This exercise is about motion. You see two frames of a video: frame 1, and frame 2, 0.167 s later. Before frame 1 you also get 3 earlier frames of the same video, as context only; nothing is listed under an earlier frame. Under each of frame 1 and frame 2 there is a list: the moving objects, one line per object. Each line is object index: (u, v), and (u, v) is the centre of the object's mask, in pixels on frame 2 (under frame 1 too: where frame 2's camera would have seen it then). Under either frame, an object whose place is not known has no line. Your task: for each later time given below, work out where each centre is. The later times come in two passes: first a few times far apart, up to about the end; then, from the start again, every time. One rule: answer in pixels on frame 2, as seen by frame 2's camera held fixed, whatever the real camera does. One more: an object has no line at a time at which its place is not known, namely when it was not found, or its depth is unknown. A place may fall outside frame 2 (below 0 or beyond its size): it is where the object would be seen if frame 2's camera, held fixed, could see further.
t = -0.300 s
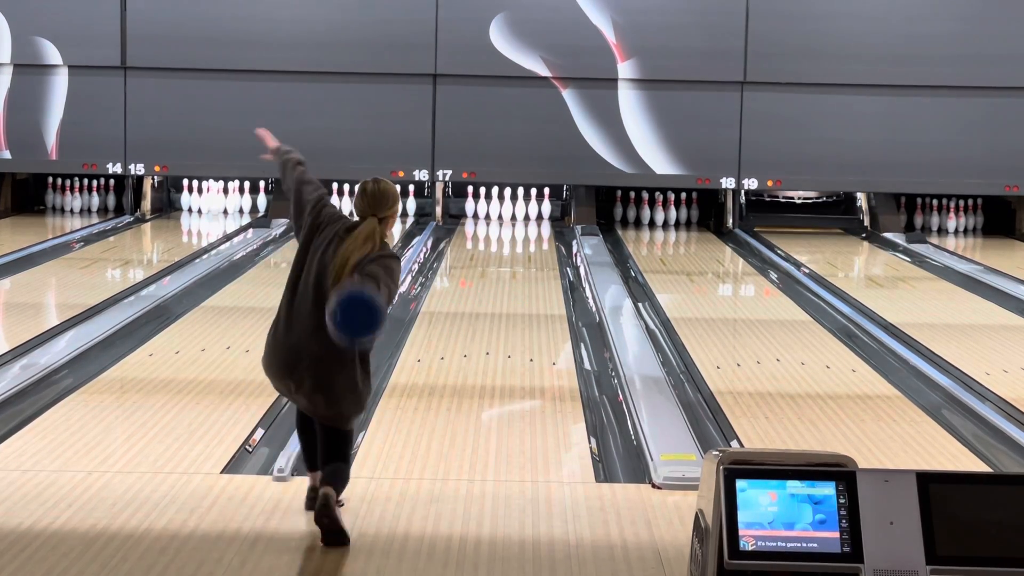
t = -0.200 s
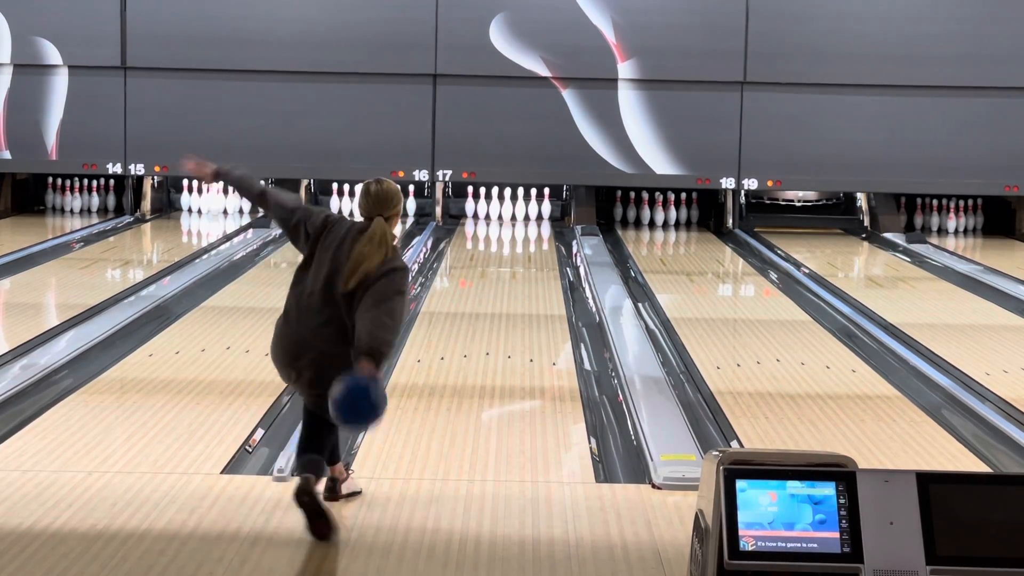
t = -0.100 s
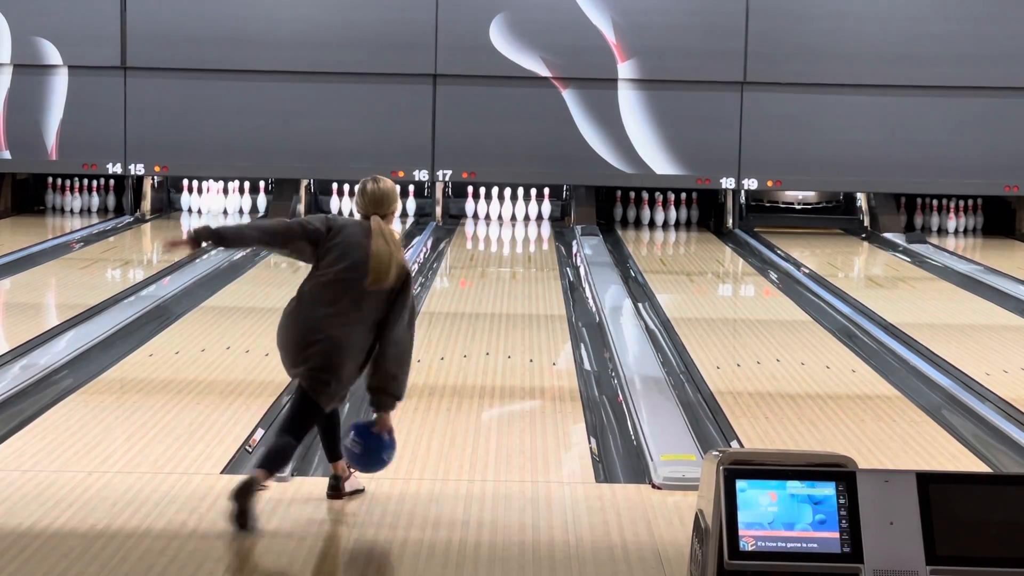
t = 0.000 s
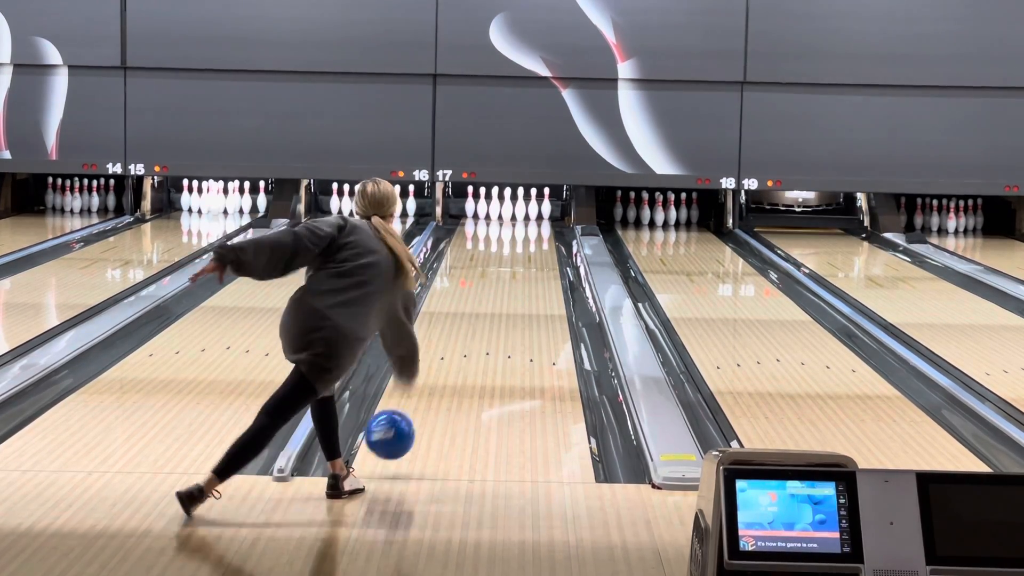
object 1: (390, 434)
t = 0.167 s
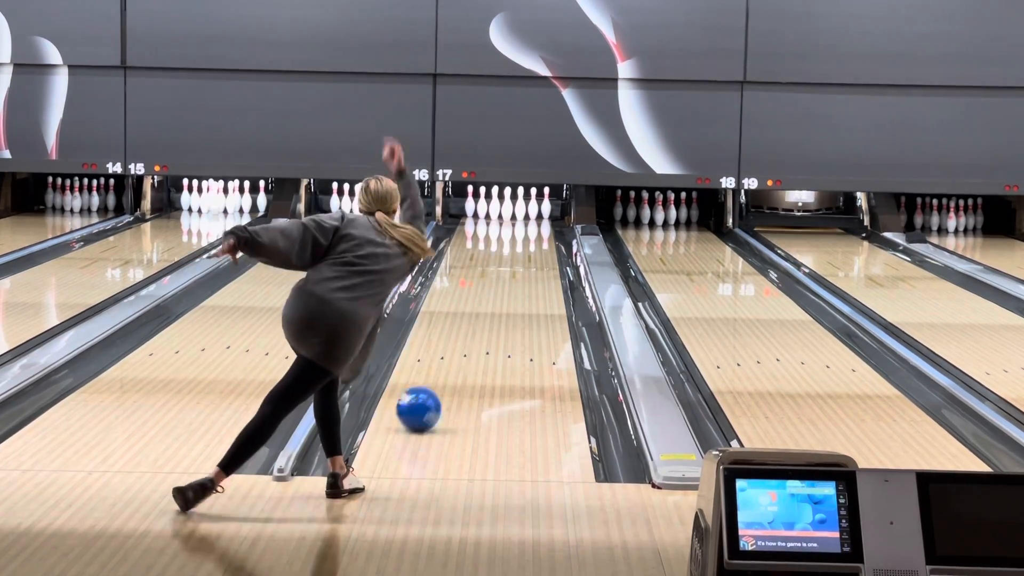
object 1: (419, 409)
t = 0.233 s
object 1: (429, 395)
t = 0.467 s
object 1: (457, 355)
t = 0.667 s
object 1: (476, 328)
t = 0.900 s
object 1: (493, 302)
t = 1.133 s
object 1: (507, 281)
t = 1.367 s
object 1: (518, 264)
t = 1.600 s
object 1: (528, 249)
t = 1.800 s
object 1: (535, 239)
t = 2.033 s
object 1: (541, 228)
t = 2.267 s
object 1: (545, 219)
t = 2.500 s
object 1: (548, 210)
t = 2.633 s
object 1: (553, 210)
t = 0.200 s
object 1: (424, 402)
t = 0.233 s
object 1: (429, 395)
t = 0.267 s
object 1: (433, 388)
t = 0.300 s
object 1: (437, 382)
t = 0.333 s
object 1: (442, 376)
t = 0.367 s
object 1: (446, 371)
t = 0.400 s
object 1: (450, 365)
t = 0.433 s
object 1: (453, 360)
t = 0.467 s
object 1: (457, 355)
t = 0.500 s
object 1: (460, 350)
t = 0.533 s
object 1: (464, 345)
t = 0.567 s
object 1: (467, 341)
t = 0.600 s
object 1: (470, 336)
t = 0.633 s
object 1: (473, 332)
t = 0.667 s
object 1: (476, 328)
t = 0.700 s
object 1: (479, 323)
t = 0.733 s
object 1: (481, 319)
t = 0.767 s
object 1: (484, 316)
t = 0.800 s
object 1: (486, 312)
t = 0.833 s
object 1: (489, 308)
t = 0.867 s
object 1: (491, 305)
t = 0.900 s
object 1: (493, 302)
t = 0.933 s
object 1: (495, 298)
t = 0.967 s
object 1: (498, 295)
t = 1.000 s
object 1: (500, 292)
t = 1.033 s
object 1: (502, 289)
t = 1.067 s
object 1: (503, 287)
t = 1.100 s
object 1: (505, 283)
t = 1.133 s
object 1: (507, 281)
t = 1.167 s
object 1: (509, 278)
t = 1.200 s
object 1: (510, 276)
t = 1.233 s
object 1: (512, 273)
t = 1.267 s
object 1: (514, 271)
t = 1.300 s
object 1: (515, 268)
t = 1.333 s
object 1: (517, 266)
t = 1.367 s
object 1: (518, 264)
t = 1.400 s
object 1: (520, 262)
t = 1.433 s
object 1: (521, 260)
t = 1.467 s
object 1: (523, 257)
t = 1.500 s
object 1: (524, 255)
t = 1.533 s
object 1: (525, 253)
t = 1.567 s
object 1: (526, 251)
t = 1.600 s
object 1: (528, 249)
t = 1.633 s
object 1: (529, 248)
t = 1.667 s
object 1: (530, 246)
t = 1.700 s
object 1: (531, 244)
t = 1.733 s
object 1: (532, 242)
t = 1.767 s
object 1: (534, 241)
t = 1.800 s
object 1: (535, 239)
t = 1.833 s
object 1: (536, 237)
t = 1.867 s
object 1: (537, 235)
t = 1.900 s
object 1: (537, 234)
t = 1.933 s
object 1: (538, 232)
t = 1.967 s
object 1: (539, 231)
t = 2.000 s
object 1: (540, 229)
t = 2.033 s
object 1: (541, 228)
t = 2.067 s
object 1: (542, 227)
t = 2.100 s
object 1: (542, 225)
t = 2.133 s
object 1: (543, 224)
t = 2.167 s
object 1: (544, 223)
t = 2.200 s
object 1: (545, 222)
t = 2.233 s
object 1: (545, 221)
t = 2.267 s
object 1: (545, 219)
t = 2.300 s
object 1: (546, 218)
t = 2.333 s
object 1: (546, 217)
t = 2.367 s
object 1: (547, 215)
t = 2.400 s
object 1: (547, 214)
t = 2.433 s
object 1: (547, 213)
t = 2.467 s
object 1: (548, 212)
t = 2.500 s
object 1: (548, 210)
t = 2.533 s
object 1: (548, 210)
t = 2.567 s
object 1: (550, 209)
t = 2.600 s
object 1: (551, 208)
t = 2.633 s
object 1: (553, 210)
